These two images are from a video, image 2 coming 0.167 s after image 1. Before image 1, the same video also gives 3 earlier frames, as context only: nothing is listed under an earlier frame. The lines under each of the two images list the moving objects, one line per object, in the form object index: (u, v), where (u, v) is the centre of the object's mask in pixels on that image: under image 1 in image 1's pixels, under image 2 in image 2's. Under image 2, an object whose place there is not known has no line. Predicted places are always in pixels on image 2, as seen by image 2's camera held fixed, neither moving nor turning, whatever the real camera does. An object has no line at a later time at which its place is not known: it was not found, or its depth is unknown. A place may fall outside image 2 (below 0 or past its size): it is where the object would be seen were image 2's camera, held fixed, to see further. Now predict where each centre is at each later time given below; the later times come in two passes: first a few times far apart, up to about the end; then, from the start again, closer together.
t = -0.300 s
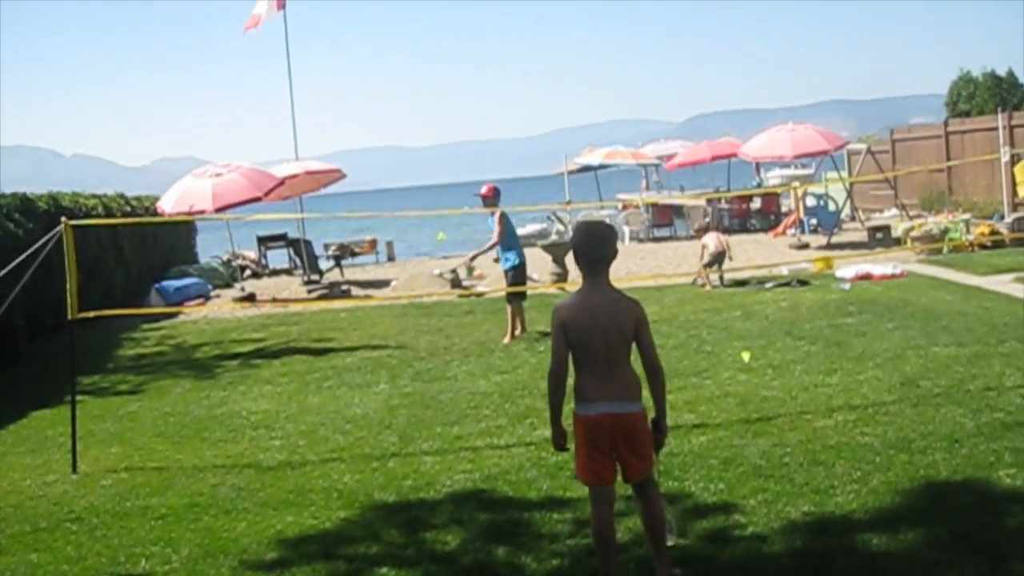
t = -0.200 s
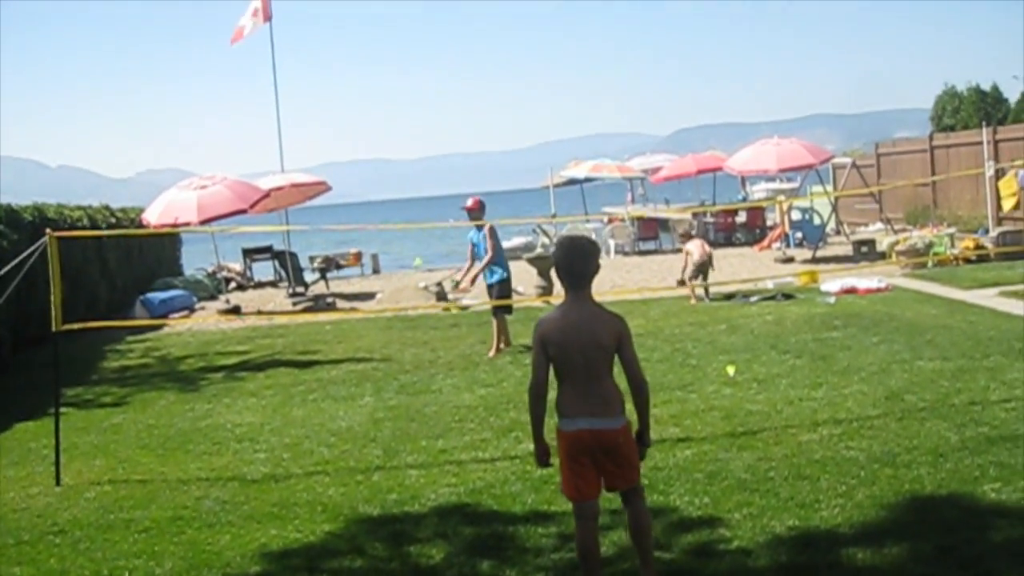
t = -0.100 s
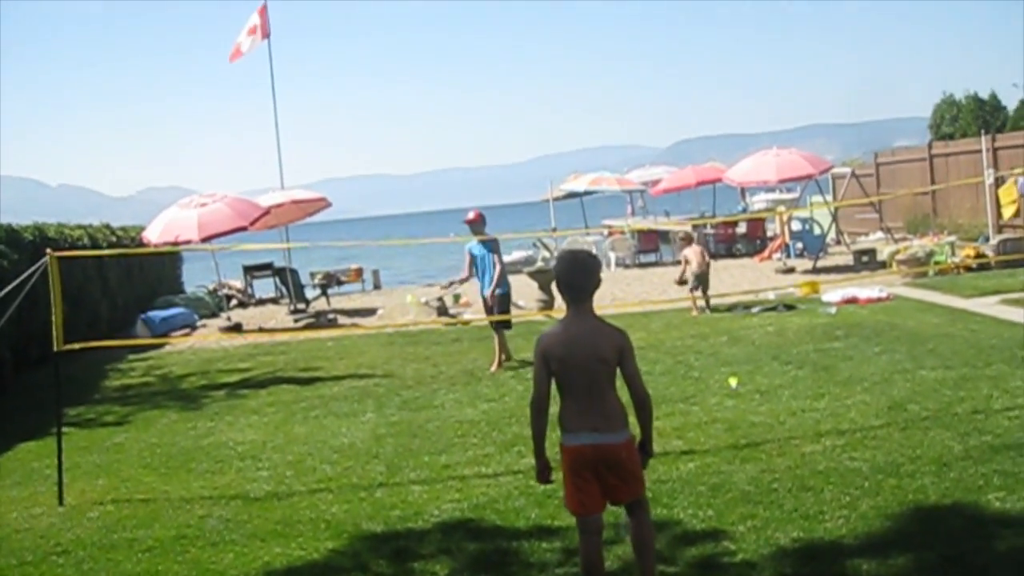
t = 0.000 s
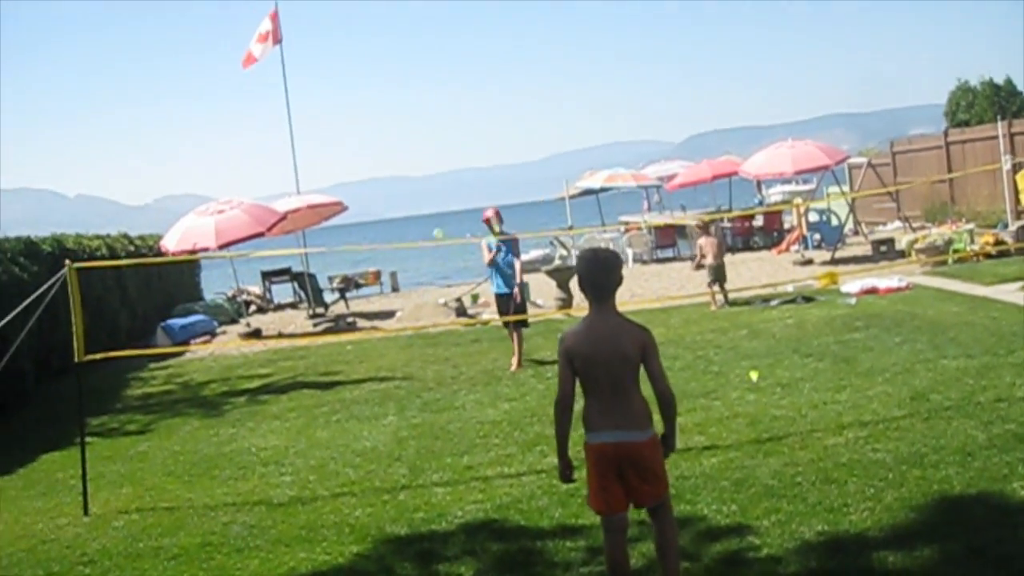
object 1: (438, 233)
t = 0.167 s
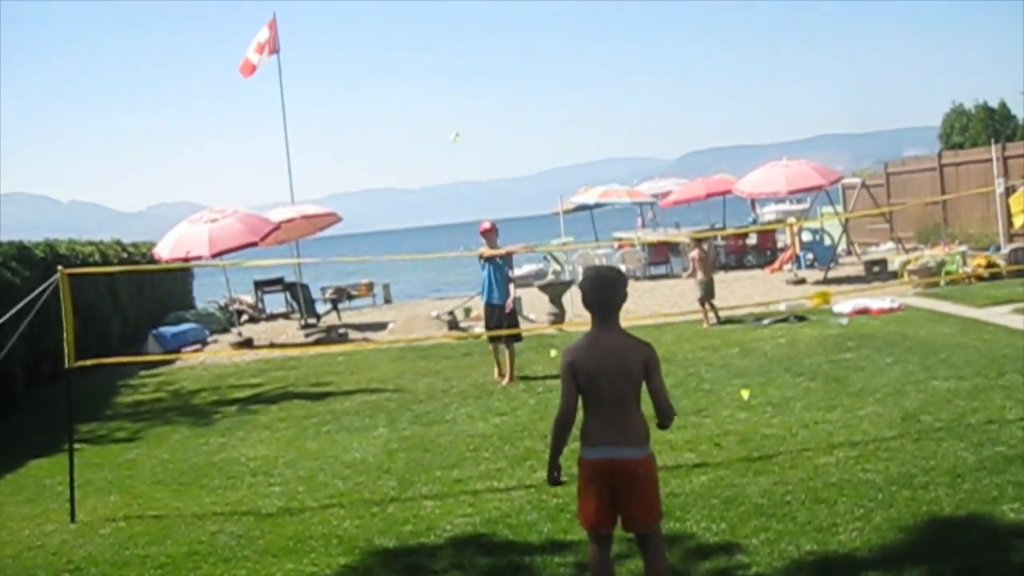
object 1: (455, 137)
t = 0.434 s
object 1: (506, 48)
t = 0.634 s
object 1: (561, 71)
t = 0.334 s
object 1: (485, 67)
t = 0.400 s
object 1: (498, 52)
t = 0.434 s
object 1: (506, 48)
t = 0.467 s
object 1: (513, 45)
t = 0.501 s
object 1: (522, 45)
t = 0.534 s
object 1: (531, 47)
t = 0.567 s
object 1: (540, 52)
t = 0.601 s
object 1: (550, 60)
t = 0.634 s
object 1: (561, 71)
